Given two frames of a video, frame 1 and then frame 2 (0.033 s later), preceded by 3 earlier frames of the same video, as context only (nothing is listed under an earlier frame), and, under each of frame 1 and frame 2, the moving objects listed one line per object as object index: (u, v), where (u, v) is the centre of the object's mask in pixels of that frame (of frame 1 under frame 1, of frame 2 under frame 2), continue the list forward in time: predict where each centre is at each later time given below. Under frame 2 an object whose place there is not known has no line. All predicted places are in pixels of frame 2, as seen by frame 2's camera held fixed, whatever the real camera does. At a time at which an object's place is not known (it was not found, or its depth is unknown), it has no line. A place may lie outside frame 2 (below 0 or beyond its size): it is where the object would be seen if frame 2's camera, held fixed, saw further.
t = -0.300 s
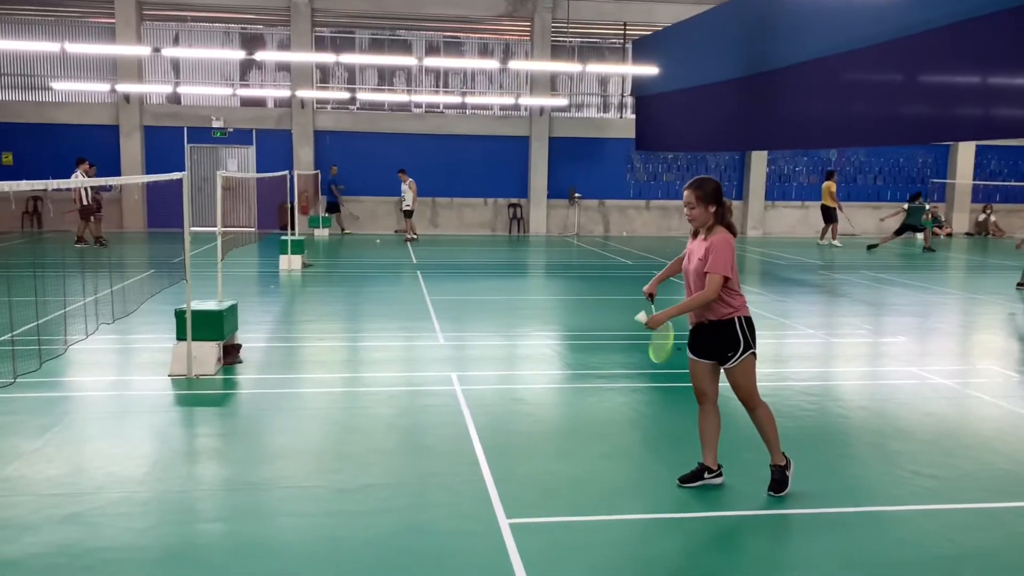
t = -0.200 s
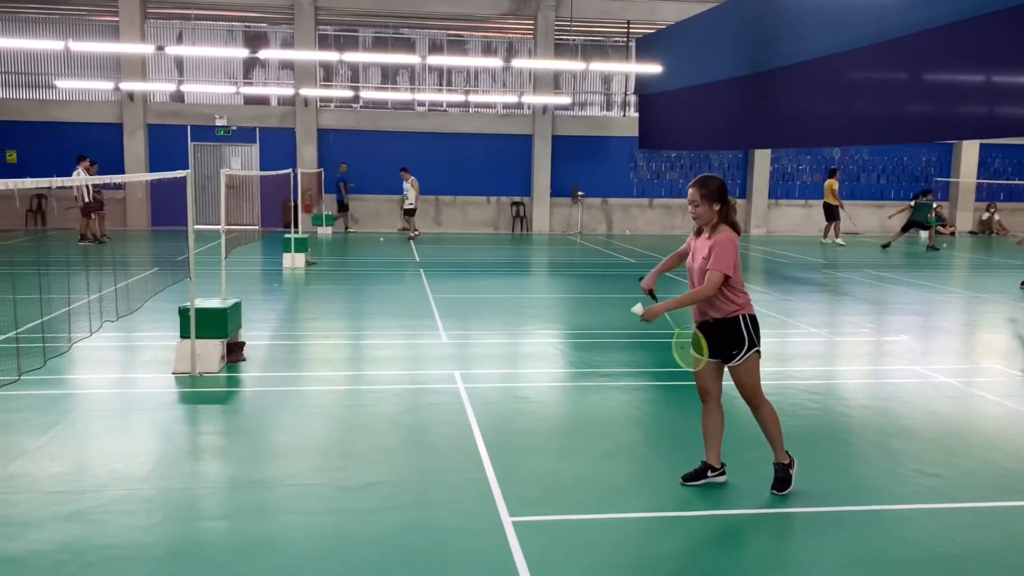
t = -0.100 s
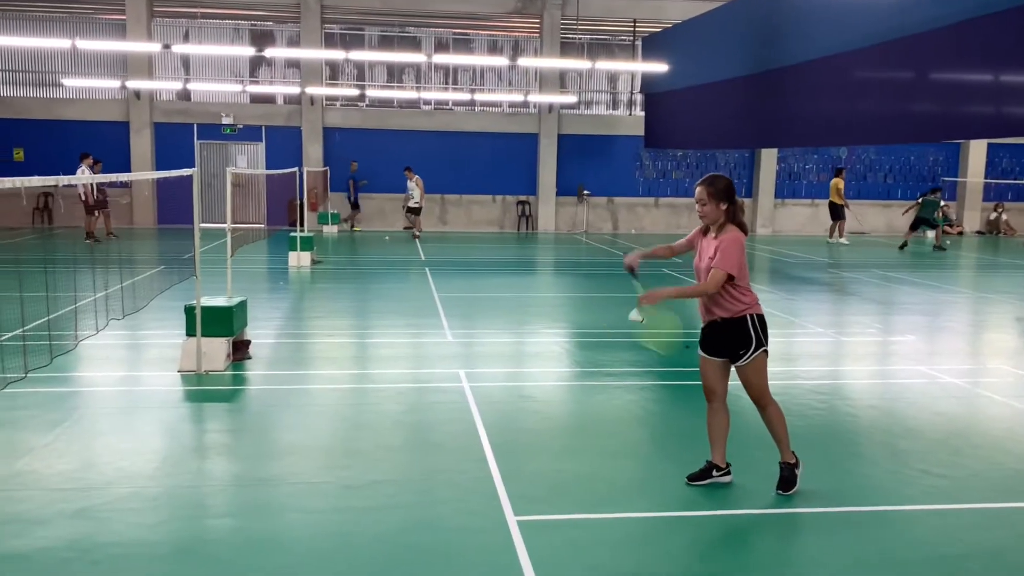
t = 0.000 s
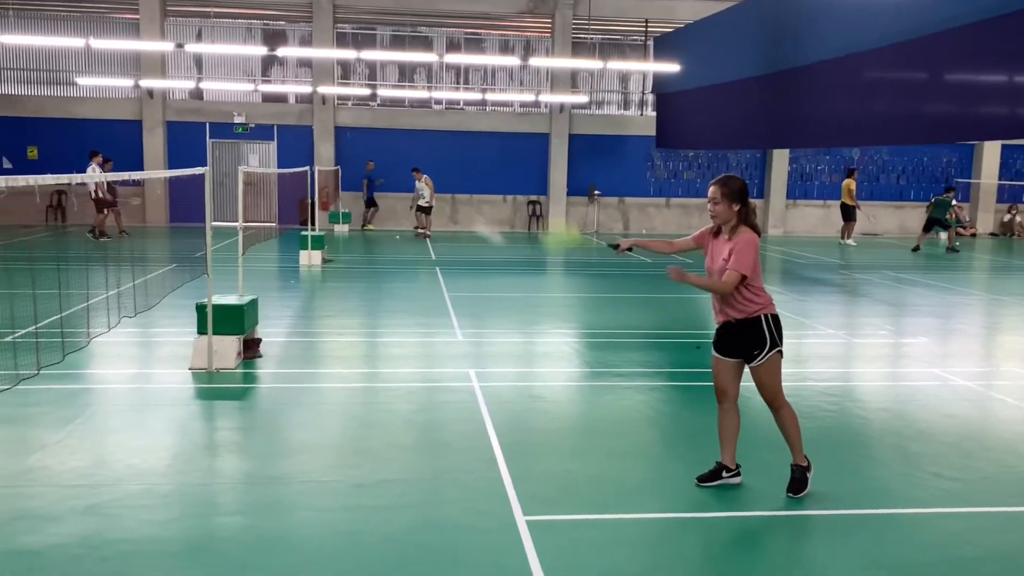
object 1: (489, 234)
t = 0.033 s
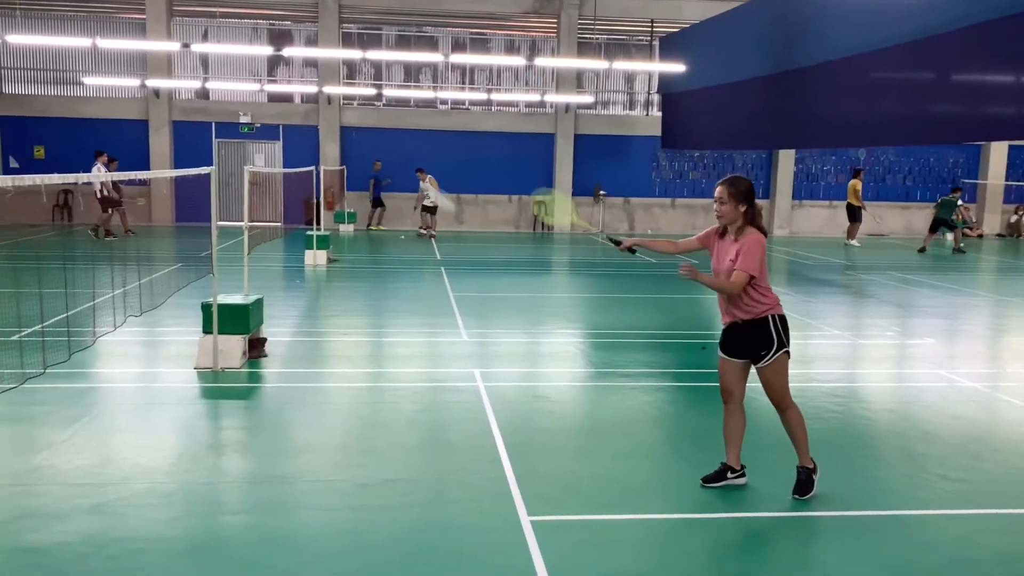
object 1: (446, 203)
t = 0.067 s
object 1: (393, 164)
